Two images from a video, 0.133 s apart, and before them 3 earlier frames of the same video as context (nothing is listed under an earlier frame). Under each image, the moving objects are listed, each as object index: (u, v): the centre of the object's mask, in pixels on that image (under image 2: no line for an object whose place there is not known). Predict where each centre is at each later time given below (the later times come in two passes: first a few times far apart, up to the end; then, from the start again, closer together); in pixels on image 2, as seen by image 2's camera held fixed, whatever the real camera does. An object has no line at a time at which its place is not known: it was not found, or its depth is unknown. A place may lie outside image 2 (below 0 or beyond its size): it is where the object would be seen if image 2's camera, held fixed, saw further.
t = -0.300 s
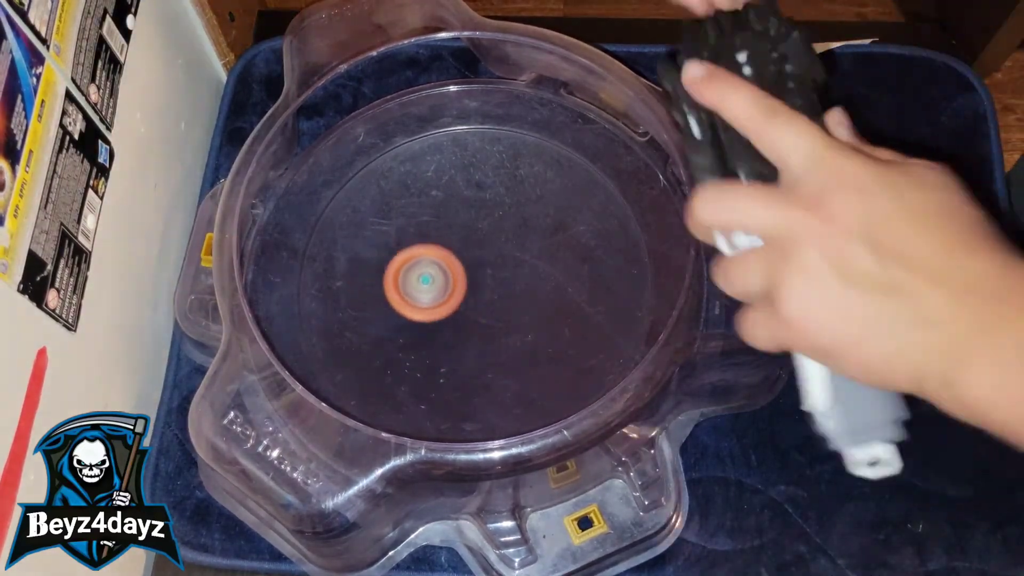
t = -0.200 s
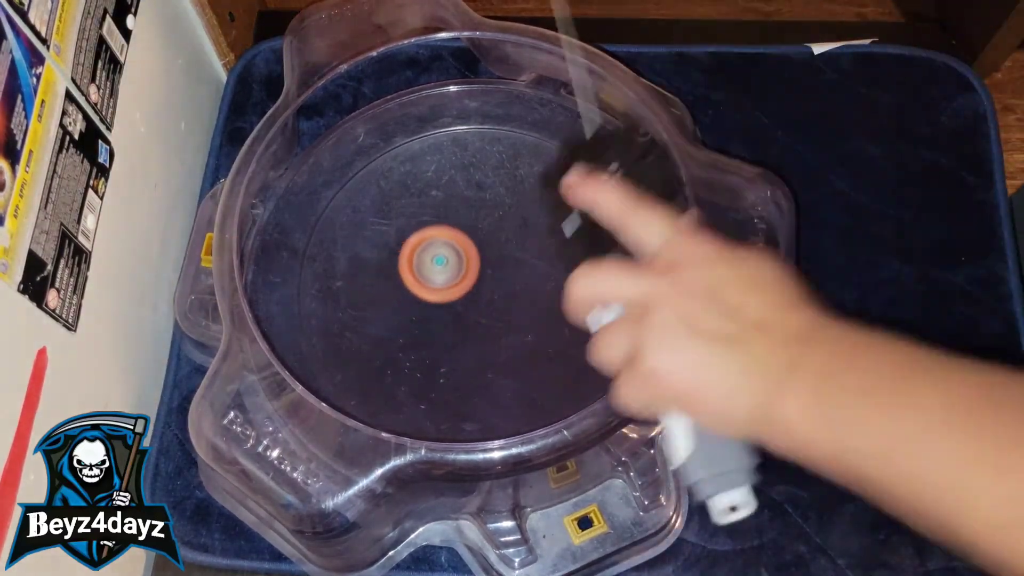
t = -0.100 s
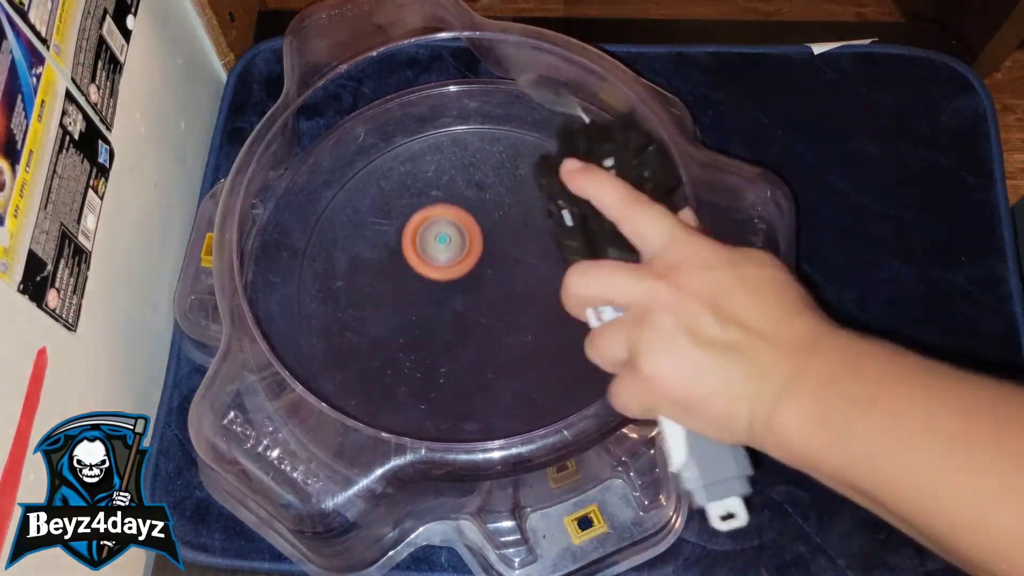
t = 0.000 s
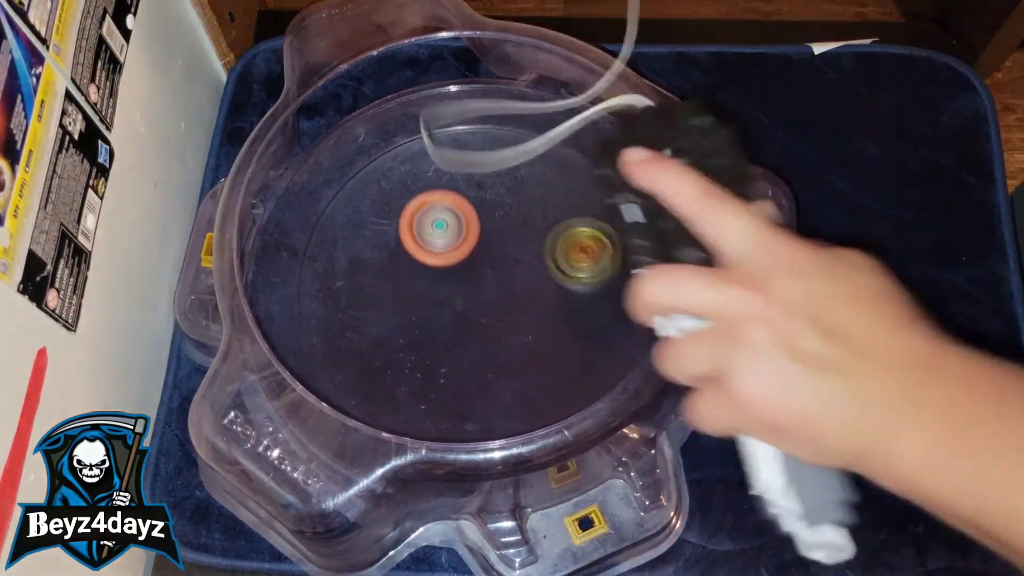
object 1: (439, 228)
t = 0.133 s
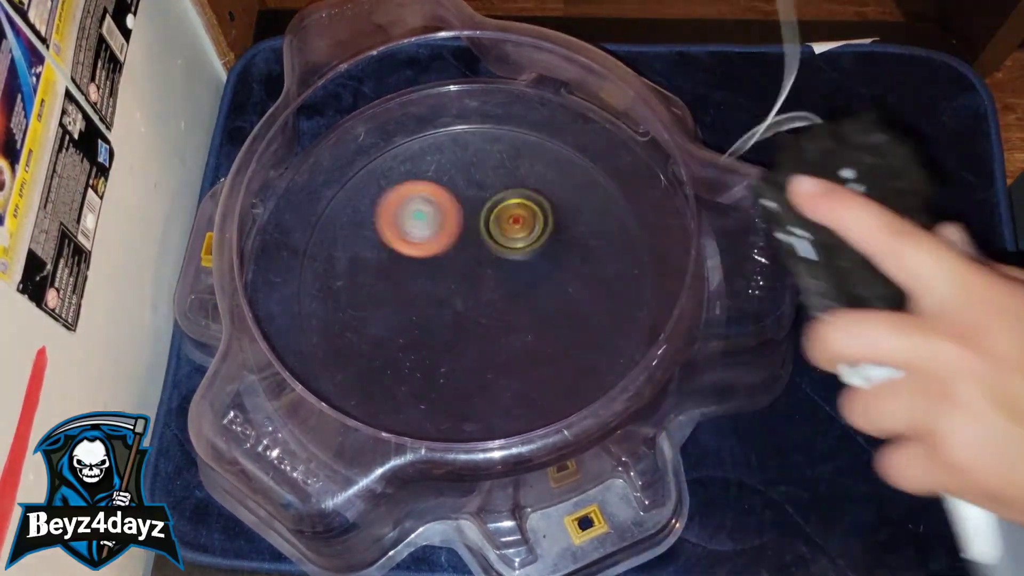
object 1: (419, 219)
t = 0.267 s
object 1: (373, 226)
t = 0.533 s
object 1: (364, 275)
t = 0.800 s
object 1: (423, 305)
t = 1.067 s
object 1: (488, 276)
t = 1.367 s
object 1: (510, 225)
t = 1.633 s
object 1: (497, 203)
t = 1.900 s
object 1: (472, 216)
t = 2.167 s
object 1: (472, 255)
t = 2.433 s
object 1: (496, 286)
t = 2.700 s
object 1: (518, 295)
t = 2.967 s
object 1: (526, 291)
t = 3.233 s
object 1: (503, 286)
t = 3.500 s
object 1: (474, 295)
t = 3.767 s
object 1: (454, 306)
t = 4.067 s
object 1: (446, 311)
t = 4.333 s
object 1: (443, 304)
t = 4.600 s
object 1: (443, 288)
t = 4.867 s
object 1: (441, 273)
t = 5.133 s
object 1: (442, 261)
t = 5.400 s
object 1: (452, 254)
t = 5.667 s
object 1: (464, 247)
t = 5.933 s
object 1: (476, 245)
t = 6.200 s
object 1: (487, 249)
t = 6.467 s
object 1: (497, 256)
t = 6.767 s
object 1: (502, 267)
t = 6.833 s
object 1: (502, 270)
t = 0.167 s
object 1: (398, 216)
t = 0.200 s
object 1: (384, 216)
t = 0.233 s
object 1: (378, 220)
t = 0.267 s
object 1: (373, 226)
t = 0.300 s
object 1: (371, 232)
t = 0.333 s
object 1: (370, 238)
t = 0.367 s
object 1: (371, 244)
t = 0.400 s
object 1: (367, 250)
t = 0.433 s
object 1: (360, 255)
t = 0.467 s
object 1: (360, 261)
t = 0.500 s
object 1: (361, 268)
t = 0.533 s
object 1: (364, 275)
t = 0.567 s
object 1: (368, 282)
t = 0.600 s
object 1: (373, 287)
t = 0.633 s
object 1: (380, 293)
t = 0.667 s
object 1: (387, 298)
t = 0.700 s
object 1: (395, 301)
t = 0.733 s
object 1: (404, 304)
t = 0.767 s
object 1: (414, 305)
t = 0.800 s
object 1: (423, 305)
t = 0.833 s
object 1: (433, 304)
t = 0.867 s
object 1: (443, 302)
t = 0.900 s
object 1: (452, 300)
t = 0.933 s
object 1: (460, 296)
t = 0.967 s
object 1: (468, 292)
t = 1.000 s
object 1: (475, 287)
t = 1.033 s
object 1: (482, 282)
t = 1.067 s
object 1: (488, 276)
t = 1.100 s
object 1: (494, 270)
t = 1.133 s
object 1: (498, 264)
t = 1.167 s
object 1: (502, 258)
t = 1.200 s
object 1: (505, 252)
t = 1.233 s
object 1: (507, 246)
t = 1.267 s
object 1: (508, 240)
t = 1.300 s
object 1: (509, 235)
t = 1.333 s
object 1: (509, 230)
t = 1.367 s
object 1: (510, 225)
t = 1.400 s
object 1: (509, 220)
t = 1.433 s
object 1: (508, 217)
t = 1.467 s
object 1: (507, 213)
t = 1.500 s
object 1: (506, 211)
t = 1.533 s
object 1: (504, 208)
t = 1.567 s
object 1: (502, 206)
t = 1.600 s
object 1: (500, 204)
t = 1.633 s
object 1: (497, 203)
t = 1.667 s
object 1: (495, 202)
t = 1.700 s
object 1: (492, 202)
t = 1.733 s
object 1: (488, 202)
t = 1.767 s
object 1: (484, 203)
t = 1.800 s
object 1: (481, 205)
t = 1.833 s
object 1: (477, 208)
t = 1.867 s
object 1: (474, 212)
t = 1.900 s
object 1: (472, 216)
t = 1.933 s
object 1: (470, 220)
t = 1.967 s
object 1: (469, 225)
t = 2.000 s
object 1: (468, 230)
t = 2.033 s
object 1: (468, 235)
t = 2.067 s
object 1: (468, 240)
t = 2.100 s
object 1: (469, 245)
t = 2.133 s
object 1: (470, 250)
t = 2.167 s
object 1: (472, 255)
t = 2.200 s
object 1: (474, 260)
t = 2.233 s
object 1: (476, 265)
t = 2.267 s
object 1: (479, 269)
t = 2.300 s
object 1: (482, 274)
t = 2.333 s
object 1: (486, 277)
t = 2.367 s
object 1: (489, 281)
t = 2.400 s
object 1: (492, 284)
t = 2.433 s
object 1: (496, 286)
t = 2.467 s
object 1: (499, 289)
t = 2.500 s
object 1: (503, 290)
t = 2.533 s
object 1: (506, 292)
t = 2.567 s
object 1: (509, 293)
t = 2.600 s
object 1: (512, 294)
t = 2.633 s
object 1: (514, 294)
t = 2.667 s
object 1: (516, 294)
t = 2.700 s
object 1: (518, 295)
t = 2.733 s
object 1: (520, 295)
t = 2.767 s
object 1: (521, 295)
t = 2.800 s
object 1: (522, 294)
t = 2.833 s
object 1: (523, 294)
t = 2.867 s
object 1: (525, 294)
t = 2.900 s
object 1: (526, 293)
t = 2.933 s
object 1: (526, 292)
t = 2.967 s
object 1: (526, 291)
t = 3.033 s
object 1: (523, 288)
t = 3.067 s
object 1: (520, 287)
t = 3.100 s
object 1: (517, 286)
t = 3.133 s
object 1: (514, 285)
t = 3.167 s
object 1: (510, 285)
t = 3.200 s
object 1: (507, 285)
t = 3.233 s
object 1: (503, 286)
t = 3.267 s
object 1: (500, 287)
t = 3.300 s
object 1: (496, 288)
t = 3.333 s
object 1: (492, 289)
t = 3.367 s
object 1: (488, 290)
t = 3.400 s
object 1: (485, 291)
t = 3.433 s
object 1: (481, 292)
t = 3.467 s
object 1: (478, 294)
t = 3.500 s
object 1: (474, 295)
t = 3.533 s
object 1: (471, 297)
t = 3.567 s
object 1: (468, 298)
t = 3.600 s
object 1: (465, 300)
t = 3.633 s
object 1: (462, 301)
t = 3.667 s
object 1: (460, 303)
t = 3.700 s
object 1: (458, 304)
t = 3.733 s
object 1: (456, 305)
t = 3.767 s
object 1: (454, 306)
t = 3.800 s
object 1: (453, 307)
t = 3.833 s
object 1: (452, 308)
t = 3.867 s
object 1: (450, 309)
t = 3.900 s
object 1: (449, 310)
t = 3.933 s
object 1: (448, 310)
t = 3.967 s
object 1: (447, 310)
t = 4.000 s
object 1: (447, 311)
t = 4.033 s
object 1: (446, 311)
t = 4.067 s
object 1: (446, 311)
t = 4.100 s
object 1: (445, 311)
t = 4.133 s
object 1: (445, 310)
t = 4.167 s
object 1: (444, 310)
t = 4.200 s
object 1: (444, 309)
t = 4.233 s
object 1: (444, 308)
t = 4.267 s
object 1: (444, 307)
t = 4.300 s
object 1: (443, 306)
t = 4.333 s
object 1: (443, 304)
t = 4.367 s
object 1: (443, 303)
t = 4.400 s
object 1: (443, 301)
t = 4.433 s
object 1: (444, 298)
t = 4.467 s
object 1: (444, 296)
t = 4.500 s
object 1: (444, 294)
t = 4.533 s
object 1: (444, 292)
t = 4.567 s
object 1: (443, 290)
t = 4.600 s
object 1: (443, 288)
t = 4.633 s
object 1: (442, 286)
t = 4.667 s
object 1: (442, 284)
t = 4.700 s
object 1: (442, 282)
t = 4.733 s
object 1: (442, 280)
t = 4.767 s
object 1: (441, 278)
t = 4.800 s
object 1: (441, 276)
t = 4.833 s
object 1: (441, 275)
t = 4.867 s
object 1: (441, 273)
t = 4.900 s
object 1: (441, 271)
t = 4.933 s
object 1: (441, 269)
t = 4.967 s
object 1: (441, 268)
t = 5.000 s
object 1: (441, 266)
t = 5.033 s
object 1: (441, 265)
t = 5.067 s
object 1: (441, 264)
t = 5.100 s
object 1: (442, 262)
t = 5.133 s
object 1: (442, 261)
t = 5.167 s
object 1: (443, 260)
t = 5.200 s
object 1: (443, 259)
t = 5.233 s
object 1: (444, 258)
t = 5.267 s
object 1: (446, 257)
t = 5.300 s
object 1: (447, 256)
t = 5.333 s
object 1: (449, 255)
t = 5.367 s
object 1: (450, 254)
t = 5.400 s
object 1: (452, 254)
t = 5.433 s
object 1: (453, 253)
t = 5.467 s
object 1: (455, 252)
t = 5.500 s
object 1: (457, 251)
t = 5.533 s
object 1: (458, 250)
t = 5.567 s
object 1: (460, 249)
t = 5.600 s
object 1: (461, 249)
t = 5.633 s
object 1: (463, 248)
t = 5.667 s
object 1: (464, 247)
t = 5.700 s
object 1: (466, 247)
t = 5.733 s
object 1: (467, 247)
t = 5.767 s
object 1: (469, 246)
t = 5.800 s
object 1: (470, 246)
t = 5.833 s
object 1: (472, 246)
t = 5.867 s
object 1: (473, 245)
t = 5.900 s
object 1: (474, 245)
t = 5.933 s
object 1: (476, 245)
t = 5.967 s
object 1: (477, 245)
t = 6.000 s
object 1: (479, 246)
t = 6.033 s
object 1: (480, 246)
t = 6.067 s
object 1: (482, 246)
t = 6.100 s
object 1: (483, 247)
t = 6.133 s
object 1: (485, 247)
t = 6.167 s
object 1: (486, 248)
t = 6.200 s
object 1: (487, 249)
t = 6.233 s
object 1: (489, 250)
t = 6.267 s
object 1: (490, 251)
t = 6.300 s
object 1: (491, 252)
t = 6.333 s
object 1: (493, 253)
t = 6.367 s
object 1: (494, 254)
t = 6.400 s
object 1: (495, 255)
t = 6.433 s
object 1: (496, 255)
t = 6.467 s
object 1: (497, 256)
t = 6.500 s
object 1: (498, 257)
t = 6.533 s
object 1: (498, 259)
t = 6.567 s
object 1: (499, 260)
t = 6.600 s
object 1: (500, 261)
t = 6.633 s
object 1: (500, 262)
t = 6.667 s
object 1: (501, 263)
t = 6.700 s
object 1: (501, 265)
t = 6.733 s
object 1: (501, 266)
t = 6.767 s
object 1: (502, 267)
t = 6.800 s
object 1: (502, 268)
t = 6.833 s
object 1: (502, 270)
